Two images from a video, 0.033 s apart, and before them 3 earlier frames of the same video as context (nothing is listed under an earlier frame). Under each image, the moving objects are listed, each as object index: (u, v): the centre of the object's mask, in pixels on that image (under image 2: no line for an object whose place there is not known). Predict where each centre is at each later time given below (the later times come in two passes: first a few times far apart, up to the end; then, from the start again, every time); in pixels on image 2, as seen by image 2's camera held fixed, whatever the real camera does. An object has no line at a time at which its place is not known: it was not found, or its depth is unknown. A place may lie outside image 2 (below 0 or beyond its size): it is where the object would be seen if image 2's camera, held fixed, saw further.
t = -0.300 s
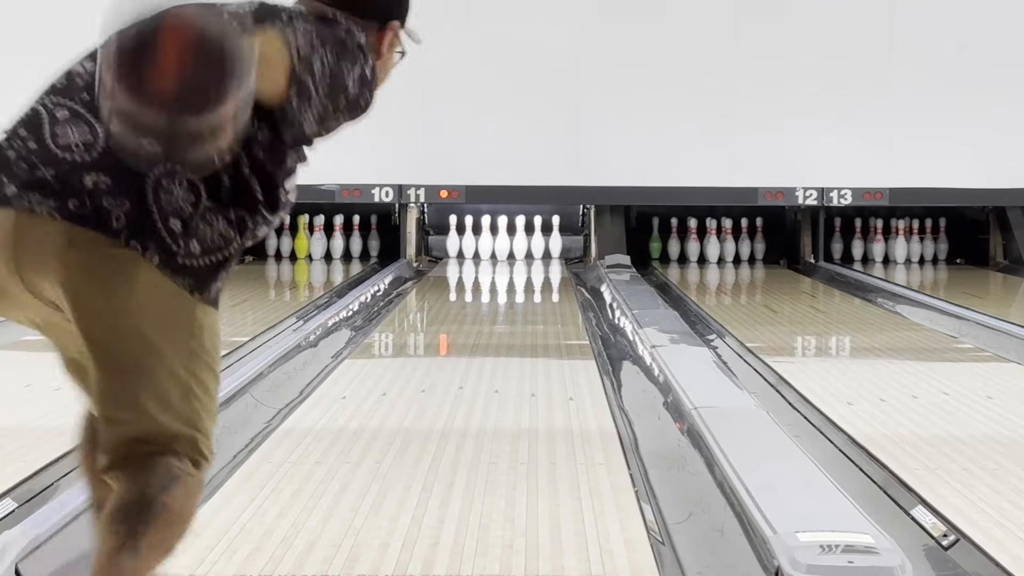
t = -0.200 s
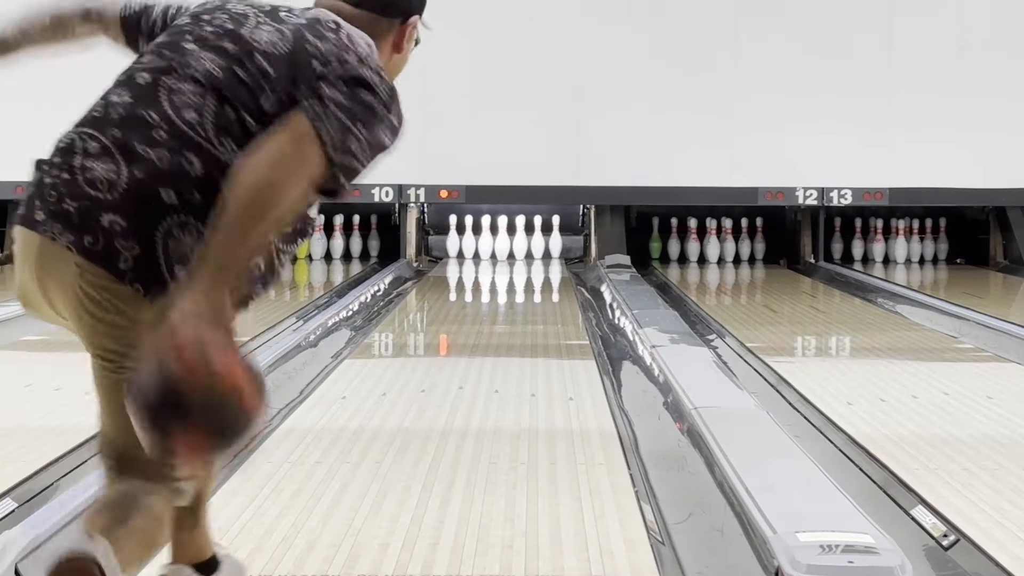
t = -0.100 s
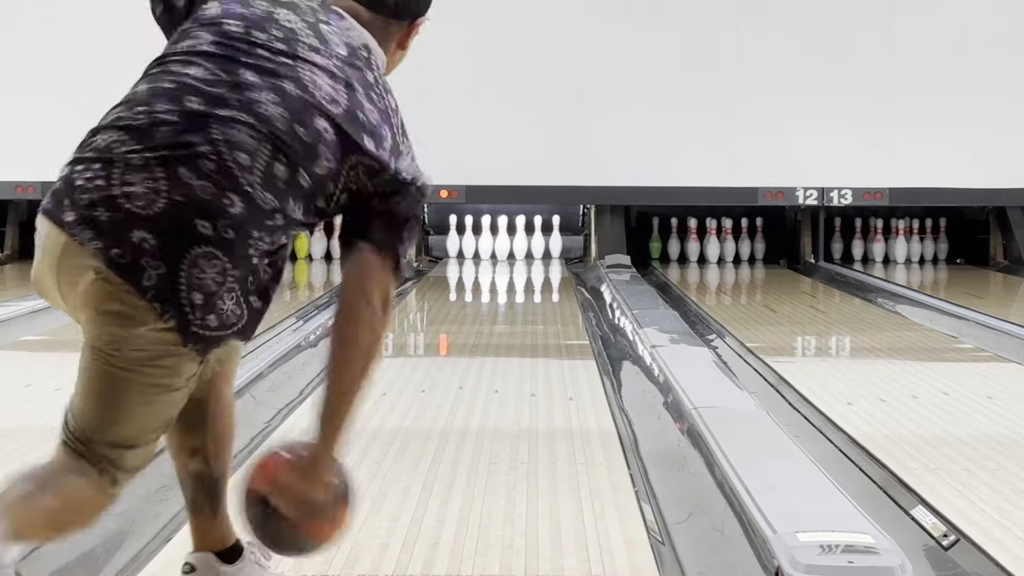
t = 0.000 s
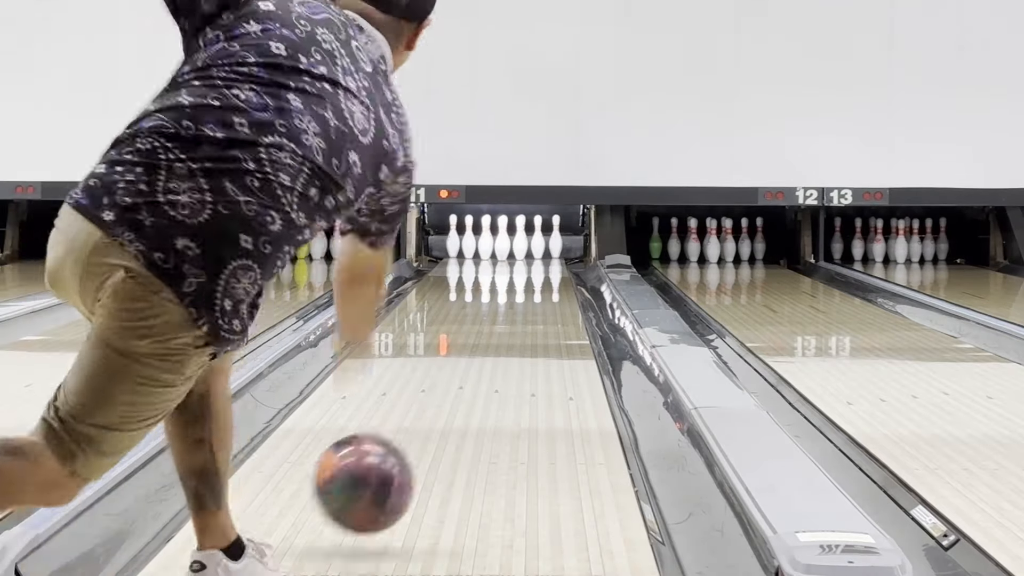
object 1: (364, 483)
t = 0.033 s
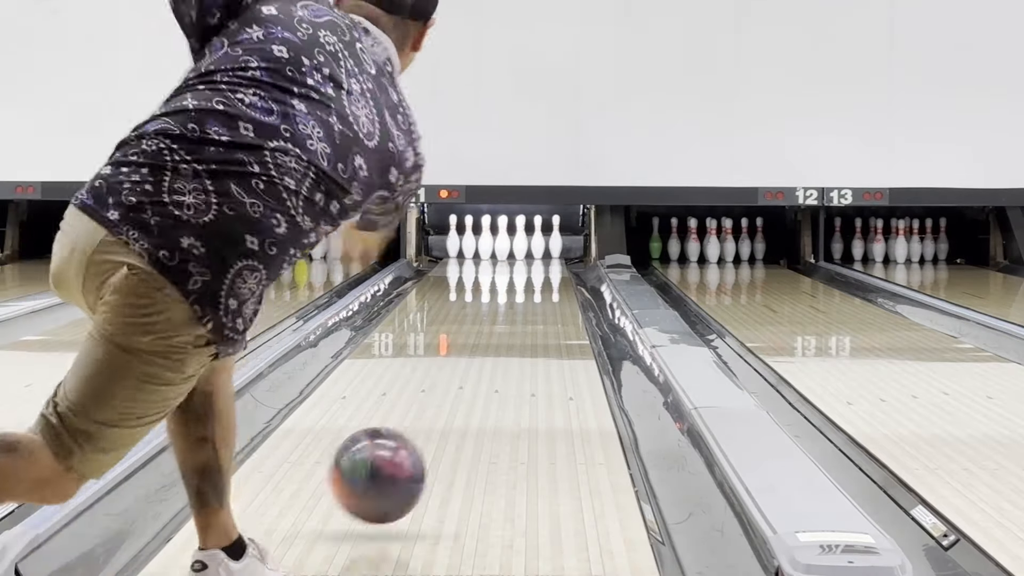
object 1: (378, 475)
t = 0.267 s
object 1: (449, 413)
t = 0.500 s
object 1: (491, 367)
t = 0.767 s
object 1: (522, 332)
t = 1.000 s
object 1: (539, 310)
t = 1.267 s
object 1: (550, 292)
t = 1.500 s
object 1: (551, 279)
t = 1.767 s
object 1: (546, 268)
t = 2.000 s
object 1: (532, 260)
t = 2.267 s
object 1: (511, 252)
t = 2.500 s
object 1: (500, 247)
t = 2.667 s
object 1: (502, 245)
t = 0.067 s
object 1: (391, 473)
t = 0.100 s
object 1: (403, 463)
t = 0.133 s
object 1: (413, 452)
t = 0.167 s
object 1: (423, 441)
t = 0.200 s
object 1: (432, 431)
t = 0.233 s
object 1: (441, 422)
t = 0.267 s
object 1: (449, 413)
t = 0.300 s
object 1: (456, 405)
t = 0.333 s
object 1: (463, 397)
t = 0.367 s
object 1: (469, 390)
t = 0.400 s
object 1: (475, 385)
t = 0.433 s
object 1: (481, 380)
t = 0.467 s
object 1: (486, 374)
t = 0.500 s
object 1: (491, 367)
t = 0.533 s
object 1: (496, 363)
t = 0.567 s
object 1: (500, 357)
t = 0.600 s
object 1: (505, 352)
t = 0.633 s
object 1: (508, 348)
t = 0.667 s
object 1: (512, 343)
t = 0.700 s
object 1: (515, 340)
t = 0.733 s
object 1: (519, 336)
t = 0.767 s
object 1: (522, 332)
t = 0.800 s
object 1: (524, 329)
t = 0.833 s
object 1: (528, 325)
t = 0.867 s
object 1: (530, 322)
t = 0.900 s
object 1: (533, 320)
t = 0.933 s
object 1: (535, 316)
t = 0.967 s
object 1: (537, 314)
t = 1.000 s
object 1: (539, 310)
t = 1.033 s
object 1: (541, 308)
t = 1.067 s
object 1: (543, 305)
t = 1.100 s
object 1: (544, 303)
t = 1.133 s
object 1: (546, 300)
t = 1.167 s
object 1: (546, 298)
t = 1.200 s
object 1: (549, 295)
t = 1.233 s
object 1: (549, 294)
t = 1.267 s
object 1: (550, 292)
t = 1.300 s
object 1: (550, 290)
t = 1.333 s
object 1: (551, 288)
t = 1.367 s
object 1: (551, 286)
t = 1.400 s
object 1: (552, 284)
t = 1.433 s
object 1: (552, 283)
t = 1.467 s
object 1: (552, 280)
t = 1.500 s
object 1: (551, 279)
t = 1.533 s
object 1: (551, 278)
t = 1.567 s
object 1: (551, 276)
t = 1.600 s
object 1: (551, 274)
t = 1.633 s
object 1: (550, 273)
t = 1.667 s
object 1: (549, 271)
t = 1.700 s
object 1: (548, 270)
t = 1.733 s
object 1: (548, 269)
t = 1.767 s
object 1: (546, 268)
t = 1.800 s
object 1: (545, 266)
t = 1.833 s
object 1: (543, 265)
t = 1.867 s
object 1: (541, 264)
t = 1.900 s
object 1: (539, 263)
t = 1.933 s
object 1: (537, 262)
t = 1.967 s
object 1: (535, 261)
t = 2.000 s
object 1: (532, 260)
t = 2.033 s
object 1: (530, 259)
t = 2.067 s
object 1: (527, 258)
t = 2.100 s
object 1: (524, 257)
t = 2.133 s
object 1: (522, 256)
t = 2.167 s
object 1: (519, 255)
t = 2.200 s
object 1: (516, 254)
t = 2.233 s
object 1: (514, 253)
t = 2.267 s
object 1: (511, 252)
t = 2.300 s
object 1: (508, 252)
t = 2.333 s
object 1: (507, 251)
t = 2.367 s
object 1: (504, 250)
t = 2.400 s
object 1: (502, 249)
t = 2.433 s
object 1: (501, 248)
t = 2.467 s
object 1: (499, 248)
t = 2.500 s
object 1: (500, 247)
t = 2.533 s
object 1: (502, 245)
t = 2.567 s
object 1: (502, 246)
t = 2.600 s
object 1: (502, 246)
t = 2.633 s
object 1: (502, 245)
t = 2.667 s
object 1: (502, 245)
